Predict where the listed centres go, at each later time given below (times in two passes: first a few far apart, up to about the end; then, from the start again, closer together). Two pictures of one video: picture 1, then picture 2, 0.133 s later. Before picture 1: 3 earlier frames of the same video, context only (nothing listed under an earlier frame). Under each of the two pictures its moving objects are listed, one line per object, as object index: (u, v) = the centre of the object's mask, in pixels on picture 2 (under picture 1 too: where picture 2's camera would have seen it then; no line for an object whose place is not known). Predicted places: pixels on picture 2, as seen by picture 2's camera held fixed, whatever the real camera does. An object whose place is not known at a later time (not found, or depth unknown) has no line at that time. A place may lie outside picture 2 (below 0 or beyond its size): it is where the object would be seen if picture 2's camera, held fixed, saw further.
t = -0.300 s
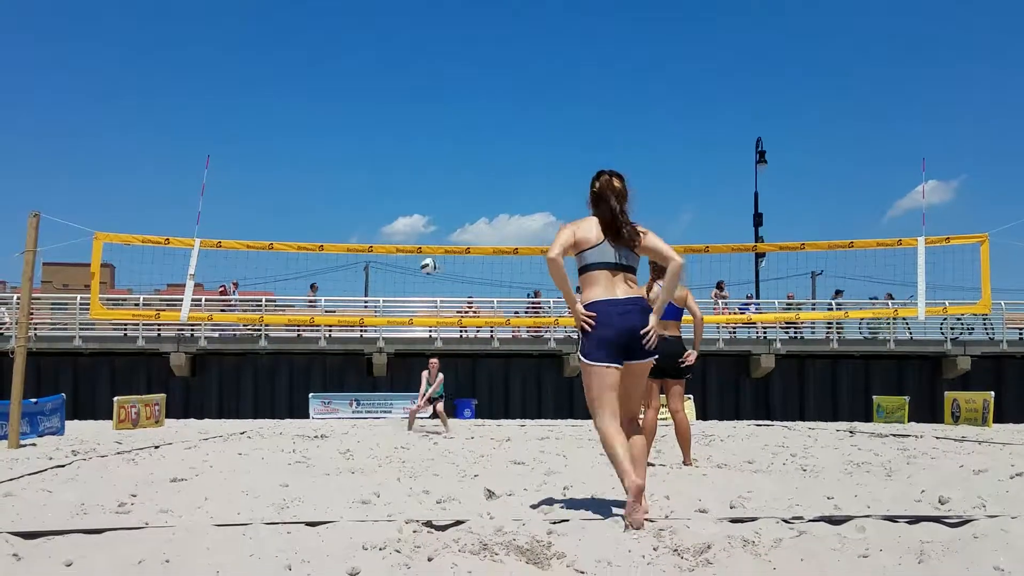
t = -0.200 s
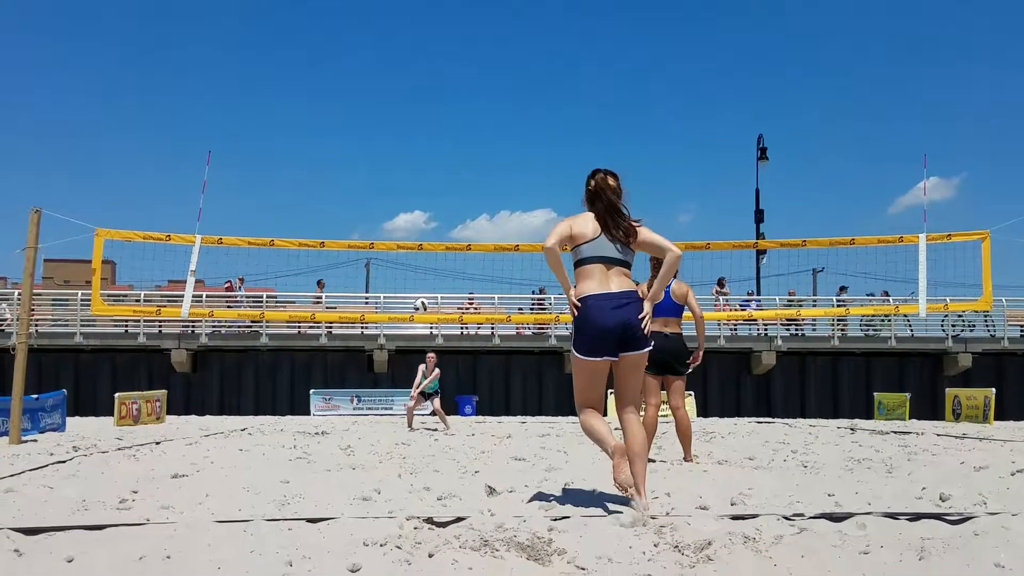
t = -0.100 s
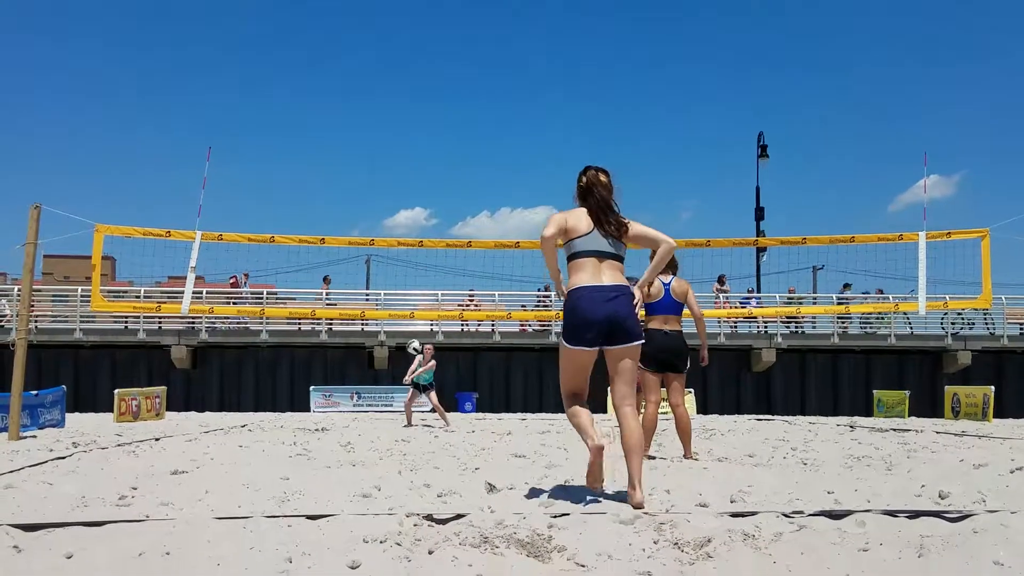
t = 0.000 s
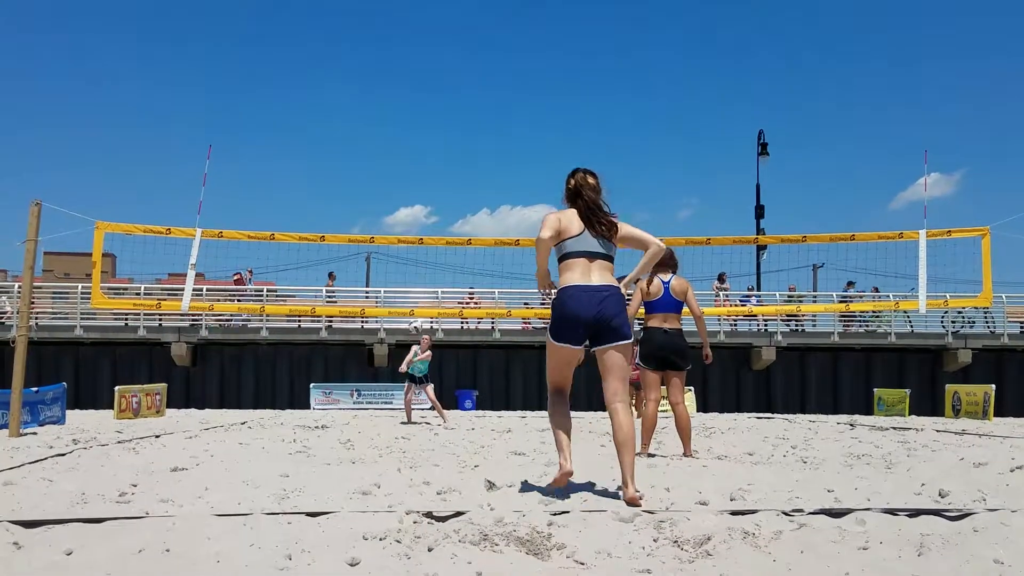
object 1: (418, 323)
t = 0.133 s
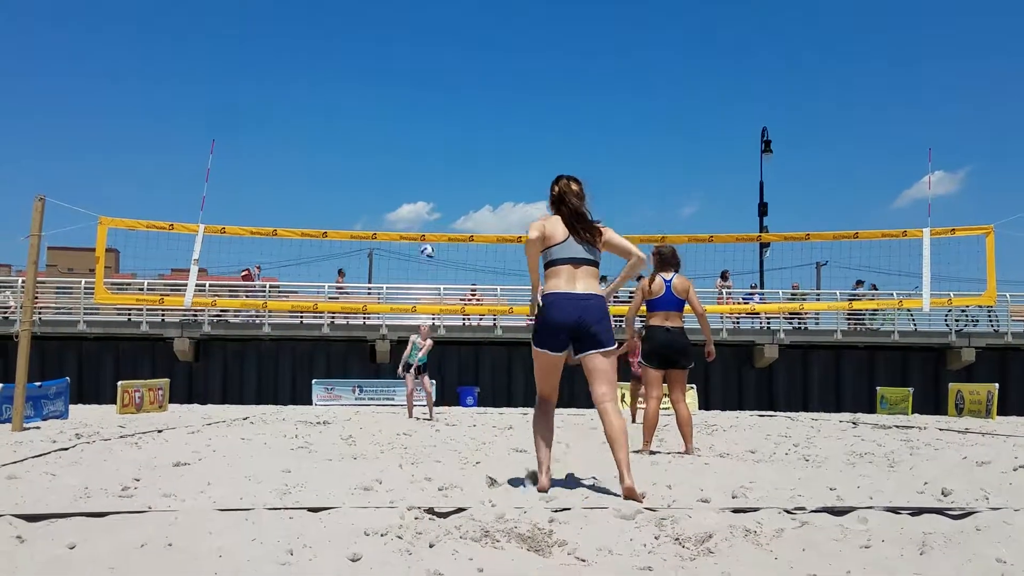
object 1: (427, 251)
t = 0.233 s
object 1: (437, 205)
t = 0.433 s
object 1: (459, 128)
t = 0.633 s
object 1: (483, 75)
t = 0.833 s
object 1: (506, 47)
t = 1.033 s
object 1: (535, 47)
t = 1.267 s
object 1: (571, 84)
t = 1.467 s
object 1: (602, 150)
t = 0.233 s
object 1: (437, 205)
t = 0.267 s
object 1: (441, 191)
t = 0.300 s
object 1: (445, 176)
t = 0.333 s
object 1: (448, 163)
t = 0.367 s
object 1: (452, 151)
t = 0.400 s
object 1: (456, 139)
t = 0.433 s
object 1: (459, 128)
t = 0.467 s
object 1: (463, 117)
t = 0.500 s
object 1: (467, 107)
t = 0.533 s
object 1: (471, 98)
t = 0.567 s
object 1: (474, 89)
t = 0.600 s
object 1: (478, 82)
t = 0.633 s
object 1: (483, 75)
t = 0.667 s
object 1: (486, 68)
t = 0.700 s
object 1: (490, 63)
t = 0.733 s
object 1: (494, 58)
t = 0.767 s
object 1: (499, 53)
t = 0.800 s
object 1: (503, 50)
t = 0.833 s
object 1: (506, 47)
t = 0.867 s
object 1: (511, 45)
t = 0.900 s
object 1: (515, 44)
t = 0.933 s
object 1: (520, 43)
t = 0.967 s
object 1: (525, 44)
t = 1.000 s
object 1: (530, 45)
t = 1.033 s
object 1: (535, 47)
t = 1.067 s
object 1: (539, 50)
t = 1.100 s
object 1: (544, 53)
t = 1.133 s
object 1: (549, 58)
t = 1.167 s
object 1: (554, 63)
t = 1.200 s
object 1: (559, 69)
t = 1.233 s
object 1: (564, 76)
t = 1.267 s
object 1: (571, 84)
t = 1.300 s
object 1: (576, 93)
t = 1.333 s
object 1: (581, 103)
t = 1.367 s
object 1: (586, 113)
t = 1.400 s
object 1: (592, 125)
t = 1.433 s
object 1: (597, 137)
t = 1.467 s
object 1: (602, 150)
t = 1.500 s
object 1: (608, 164)
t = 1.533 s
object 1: (614, 179)
